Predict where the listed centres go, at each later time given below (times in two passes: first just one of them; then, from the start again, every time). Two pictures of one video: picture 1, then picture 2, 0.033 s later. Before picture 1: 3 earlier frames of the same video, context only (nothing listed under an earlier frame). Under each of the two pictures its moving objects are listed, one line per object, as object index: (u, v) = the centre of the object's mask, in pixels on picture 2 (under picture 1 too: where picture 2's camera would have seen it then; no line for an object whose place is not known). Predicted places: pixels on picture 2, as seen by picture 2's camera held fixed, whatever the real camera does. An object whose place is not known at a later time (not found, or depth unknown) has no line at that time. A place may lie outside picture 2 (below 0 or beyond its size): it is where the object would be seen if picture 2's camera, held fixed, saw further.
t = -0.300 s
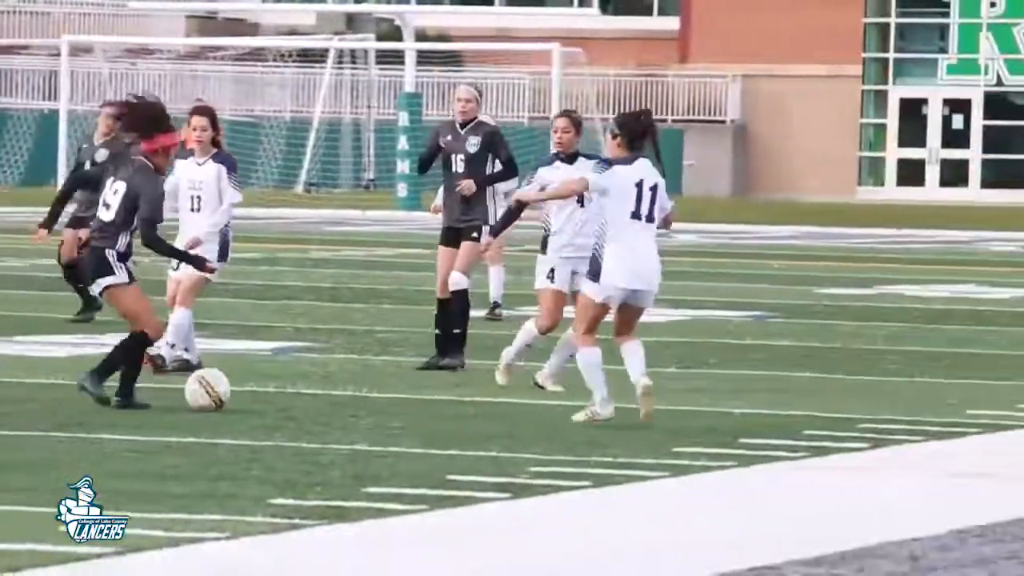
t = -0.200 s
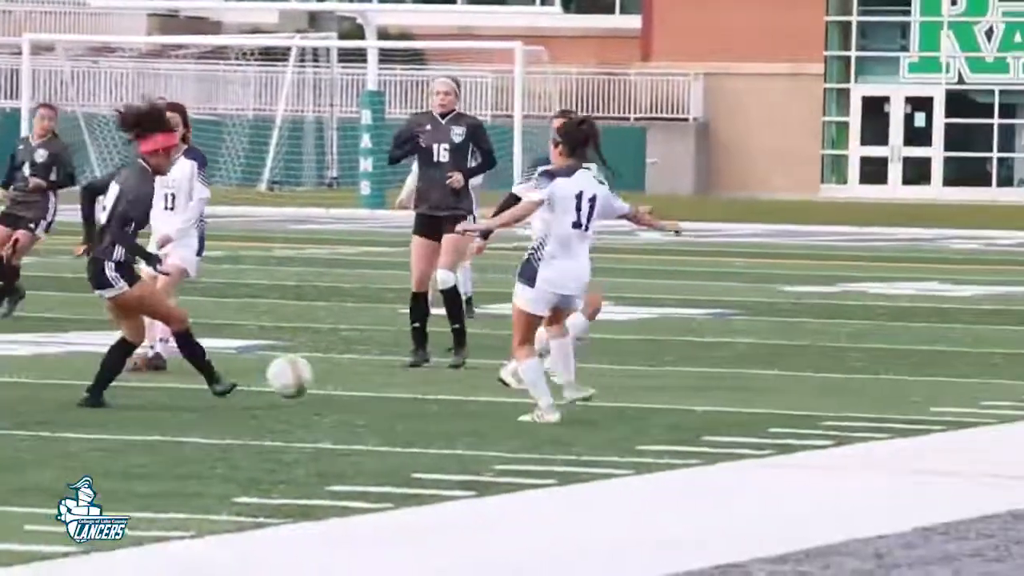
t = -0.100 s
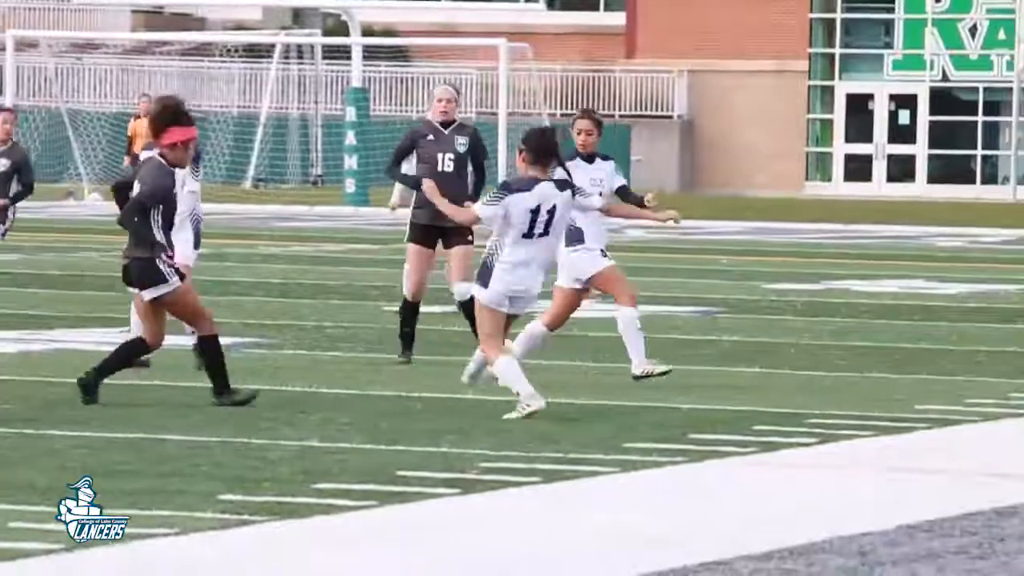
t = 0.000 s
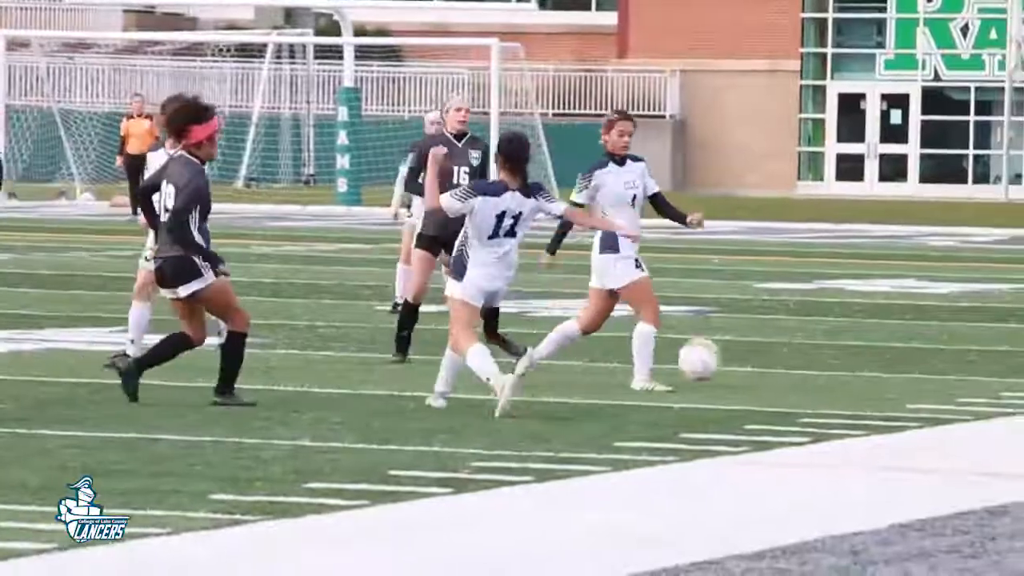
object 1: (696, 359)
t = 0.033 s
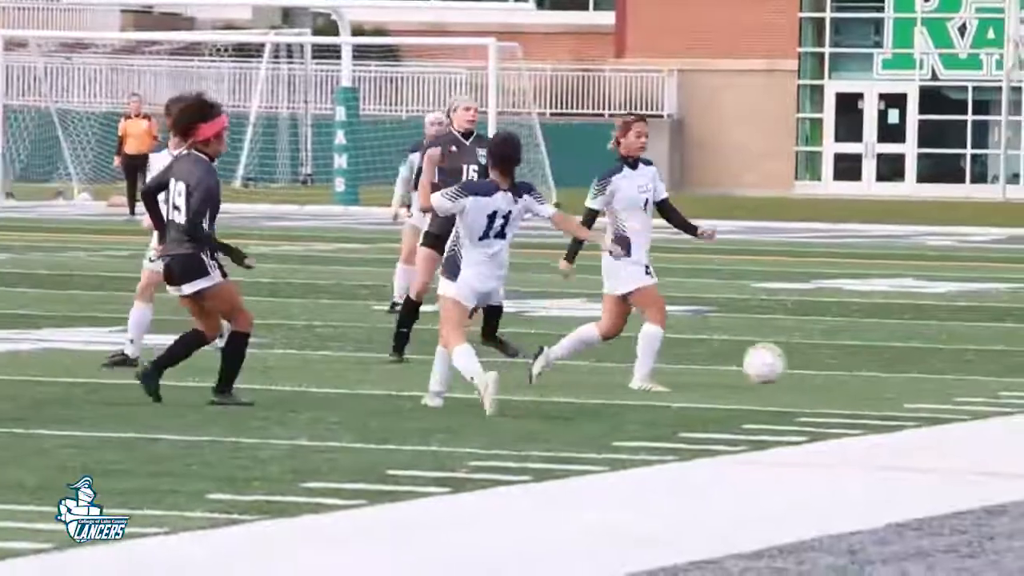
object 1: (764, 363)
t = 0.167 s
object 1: (1009, 373)
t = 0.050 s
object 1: (797, 366)
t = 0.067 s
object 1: (830, 369)
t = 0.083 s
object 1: (862, 373)
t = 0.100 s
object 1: (895, 379)
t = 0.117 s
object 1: (926, 379)
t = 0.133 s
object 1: (955, 377)
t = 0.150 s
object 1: (982, 374)
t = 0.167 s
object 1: (1009, 373)
